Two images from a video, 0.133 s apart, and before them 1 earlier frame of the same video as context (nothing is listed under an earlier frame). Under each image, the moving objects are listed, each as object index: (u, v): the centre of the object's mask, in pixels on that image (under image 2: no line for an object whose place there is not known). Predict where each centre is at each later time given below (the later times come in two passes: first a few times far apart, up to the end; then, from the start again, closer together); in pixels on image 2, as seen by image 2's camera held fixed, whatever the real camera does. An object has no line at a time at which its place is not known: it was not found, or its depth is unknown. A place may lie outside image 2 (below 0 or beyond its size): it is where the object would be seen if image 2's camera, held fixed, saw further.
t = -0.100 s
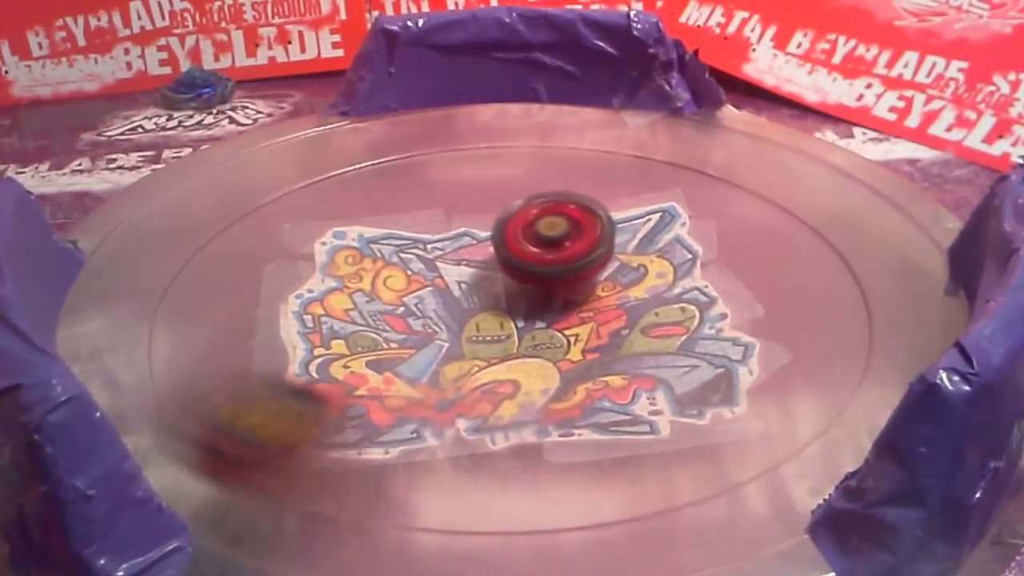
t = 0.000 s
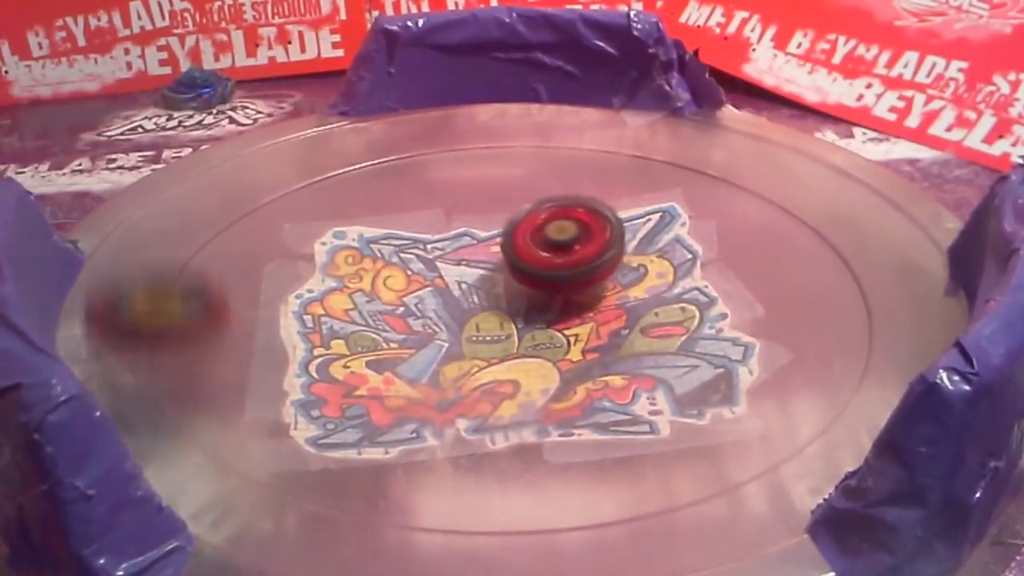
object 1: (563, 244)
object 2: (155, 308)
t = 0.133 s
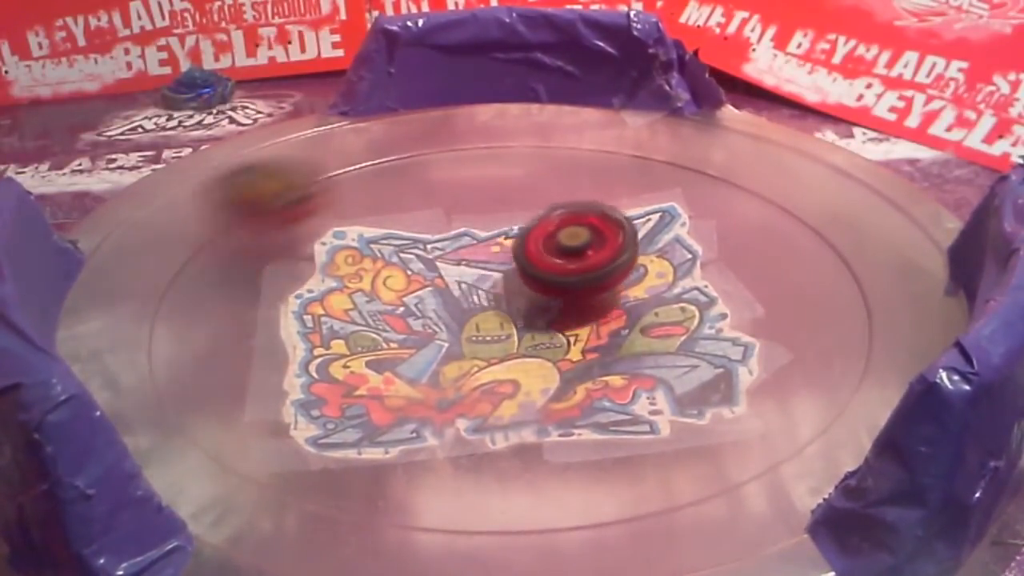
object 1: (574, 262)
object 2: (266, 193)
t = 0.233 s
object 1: (586, 263)
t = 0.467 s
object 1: (605, 282)
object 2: (809, 274)
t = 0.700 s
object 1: (612, 299)
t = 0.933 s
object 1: (616, 301)
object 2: (205, 271)
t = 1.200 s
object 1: (597, 317)
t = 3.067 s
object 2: (583, 120)
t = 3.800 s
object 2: (199, 222)
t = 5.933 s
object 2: (377, 175)
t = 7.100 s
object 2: (470, 127)
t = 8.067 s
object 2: (252, 183)
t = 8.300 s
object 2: (549, 144)
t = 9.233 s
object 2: (344, 183)
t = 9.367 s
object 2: (527, 159)
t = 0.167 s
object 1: (578, 263)
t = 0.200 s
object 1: (582, 264)
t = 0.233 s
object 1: (586, 263)
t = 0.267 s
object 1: (588, 266)
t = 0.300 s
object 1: (590, 267)
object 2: (556, 164)
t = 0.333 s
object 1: (595, 269)
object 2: (617, 176)
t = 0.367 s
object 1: (598, 272)
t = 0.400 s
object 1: (601, 275)
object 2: (729, 213)
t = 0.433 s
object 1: (604, 278)
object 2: (772, 239)
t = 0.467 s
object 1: (605, 282)
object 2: (809, 274)
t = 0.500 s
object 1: (605, 285)
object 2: (833, 307)
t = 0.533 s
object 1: (606, 287)
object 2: (842, 342)
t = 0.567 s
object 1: (607, 289)
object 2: (801, 385)
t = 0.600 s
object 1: (607, 293)
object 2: (731, 428)
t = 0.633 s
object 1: (608, 294)
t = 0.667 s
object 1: (610, 295)
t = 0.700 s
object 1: (612, 299)
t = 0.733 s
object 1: (613, 298)
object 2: (352, 462)
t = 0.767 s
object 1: (613, 295)
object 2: (278, 443)
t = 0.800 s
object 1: (614, 300)
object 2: (215, 405)
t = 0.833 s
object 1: (613, 297)
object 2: (187, 377)
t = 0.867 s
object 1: (614, 298)
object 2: (175, 328)
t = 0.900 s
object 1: (615, 299)
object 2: (183, 296)
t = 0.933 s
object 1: (616, 301)
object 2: (205, 271)
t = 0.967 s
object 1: (616, 302)
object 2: (243, 239)
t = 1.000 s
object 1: (616, 304)
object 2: (286, 213)
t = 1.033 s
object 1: (614, 306)
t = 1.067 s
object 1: (612, 308)
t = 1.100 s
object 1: (609, 310)
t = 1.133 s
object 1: (605, 312)
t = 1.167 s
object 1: (601, 314)
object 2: (563, 157)
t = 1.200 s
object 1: (597, 317)
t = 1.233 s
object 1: (593, 320)
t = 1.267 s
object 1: (588, 321)
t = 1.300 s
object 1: (584, 323)
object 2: (786, 194)
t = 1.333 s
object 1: (579, 326)
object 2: (831, 219)
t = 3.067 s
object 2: (583, 120)
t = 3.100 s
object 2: (632, 128)
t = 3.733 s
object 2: (158, 282)
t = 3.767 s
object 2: (173, 250)
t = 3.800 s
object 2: (199, 222)
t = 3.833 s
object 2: (230, 194)
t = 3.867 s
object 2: (265, 175)
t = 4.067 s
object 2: (548, 139)
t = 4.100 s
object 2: (597, 149)
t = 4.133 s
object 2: (642, 160)
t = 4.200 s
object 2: (725, 201)
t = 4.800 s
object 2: (202, 244)
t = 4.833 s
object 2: (235, 220)
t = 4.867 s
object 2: (271, 200)
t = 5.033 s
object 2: (517, 157)
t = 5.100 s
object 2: (620, 169)
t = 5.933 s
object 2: (377, 175)
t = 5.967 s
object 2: (422, 163)
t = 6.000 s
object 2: (468, 152)
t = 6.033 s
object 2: (514, 148)
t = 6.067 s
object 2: (563, 146)
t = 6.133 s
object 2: (660, 151)
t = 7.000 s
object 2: (349, 154)
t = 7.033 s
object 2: (391, 141)
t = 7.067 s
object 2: (431, 133)
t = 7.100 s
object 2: (470, 127)
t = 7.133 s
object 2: (515, 121)
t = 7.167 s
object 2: (559, 122)
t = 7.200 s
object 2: (604, 126)
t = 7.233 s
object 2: (649, 133)
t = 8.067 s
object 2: (252, 183)
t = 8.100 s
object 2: (287, 167)
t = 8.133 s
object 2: (330, 153)
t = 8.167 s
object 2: (372, 146)
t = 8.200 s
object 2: (414, 140)
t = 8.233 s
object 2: (460, 139)
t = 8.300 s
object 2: (549, 144)
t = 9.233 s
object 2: (344, 183)
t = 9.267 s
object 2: (392, 173)
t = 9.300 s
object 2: (436, 164)
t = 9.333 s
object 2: (480, 161)
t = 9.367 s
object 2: (527, 159)
